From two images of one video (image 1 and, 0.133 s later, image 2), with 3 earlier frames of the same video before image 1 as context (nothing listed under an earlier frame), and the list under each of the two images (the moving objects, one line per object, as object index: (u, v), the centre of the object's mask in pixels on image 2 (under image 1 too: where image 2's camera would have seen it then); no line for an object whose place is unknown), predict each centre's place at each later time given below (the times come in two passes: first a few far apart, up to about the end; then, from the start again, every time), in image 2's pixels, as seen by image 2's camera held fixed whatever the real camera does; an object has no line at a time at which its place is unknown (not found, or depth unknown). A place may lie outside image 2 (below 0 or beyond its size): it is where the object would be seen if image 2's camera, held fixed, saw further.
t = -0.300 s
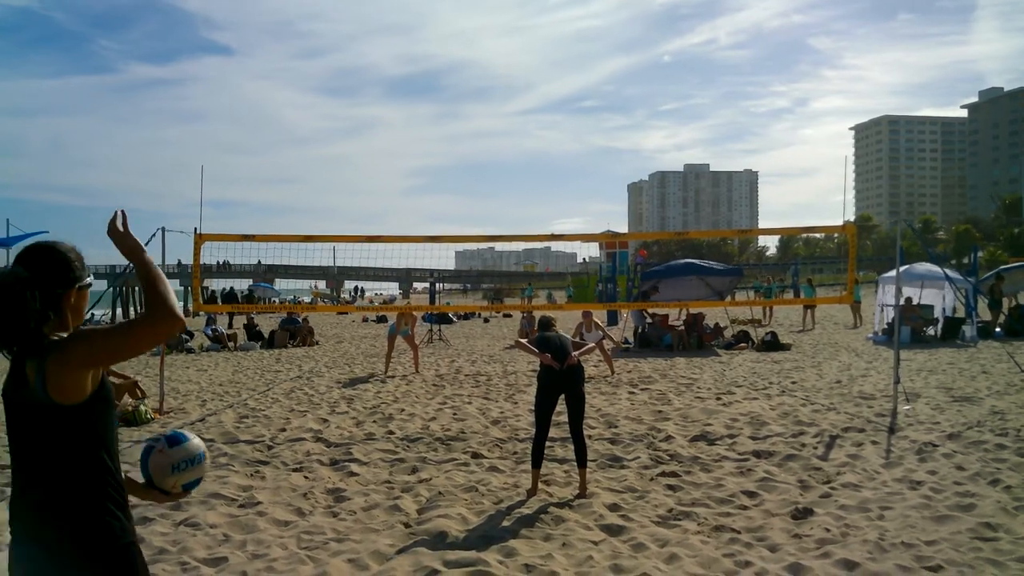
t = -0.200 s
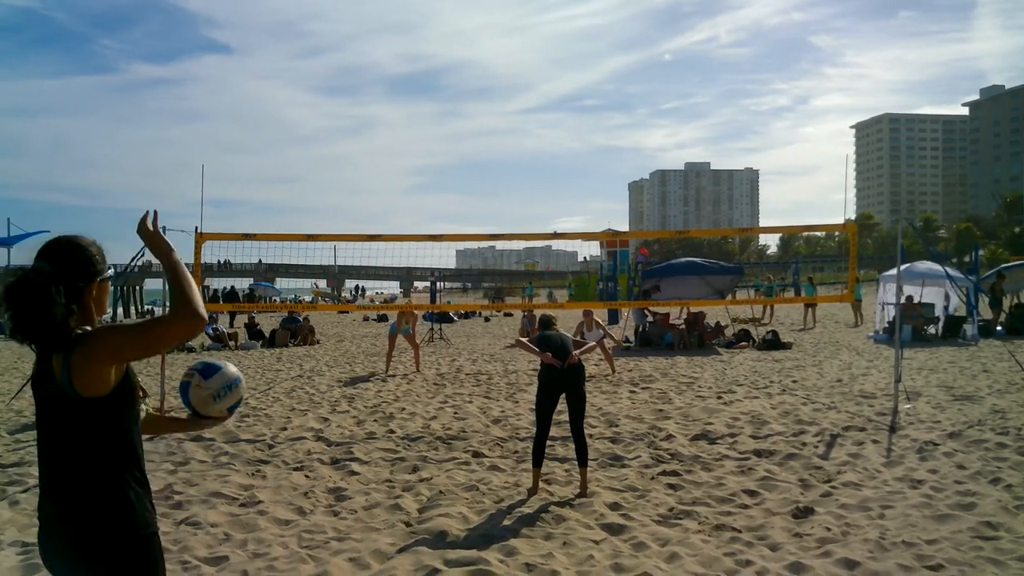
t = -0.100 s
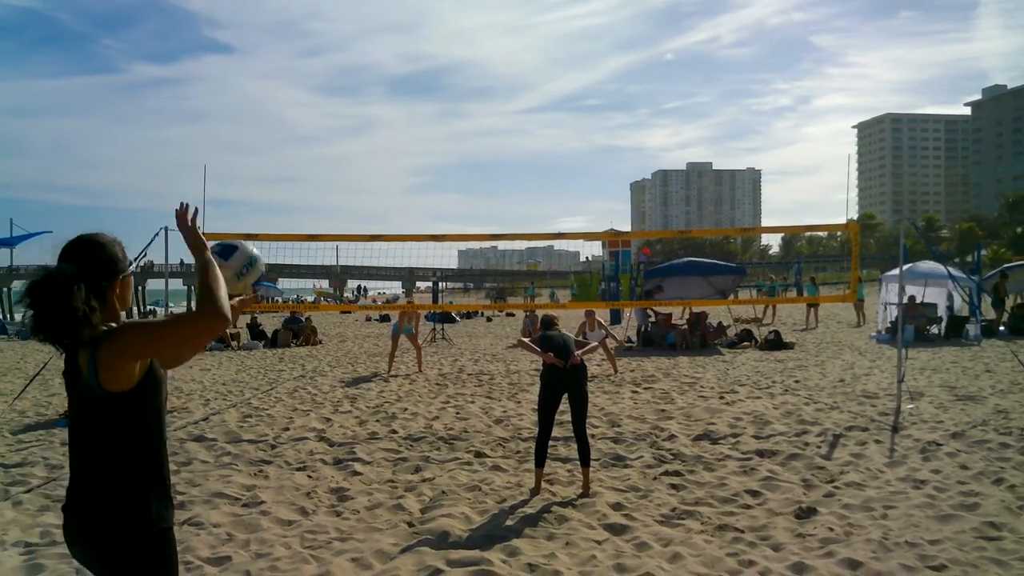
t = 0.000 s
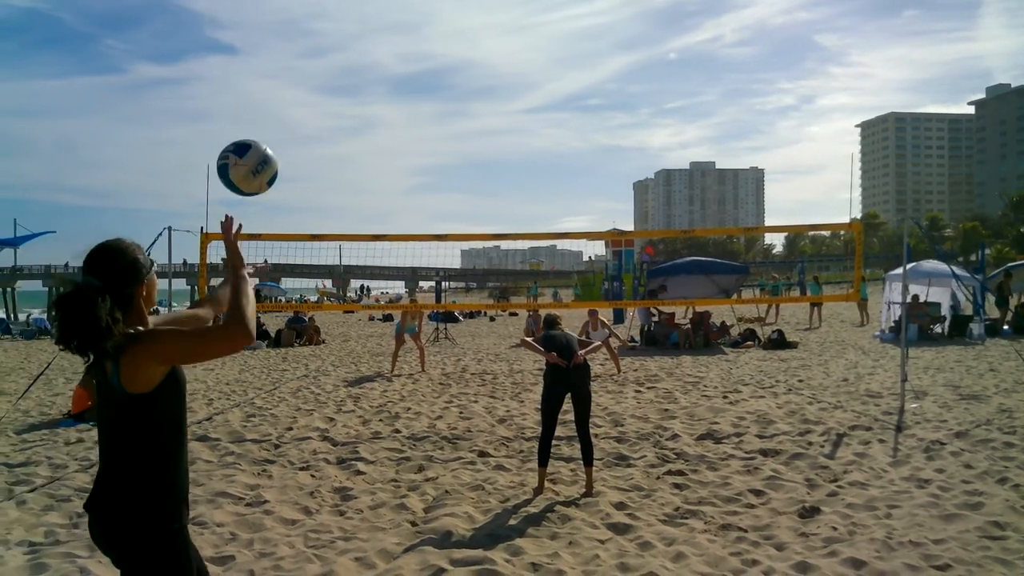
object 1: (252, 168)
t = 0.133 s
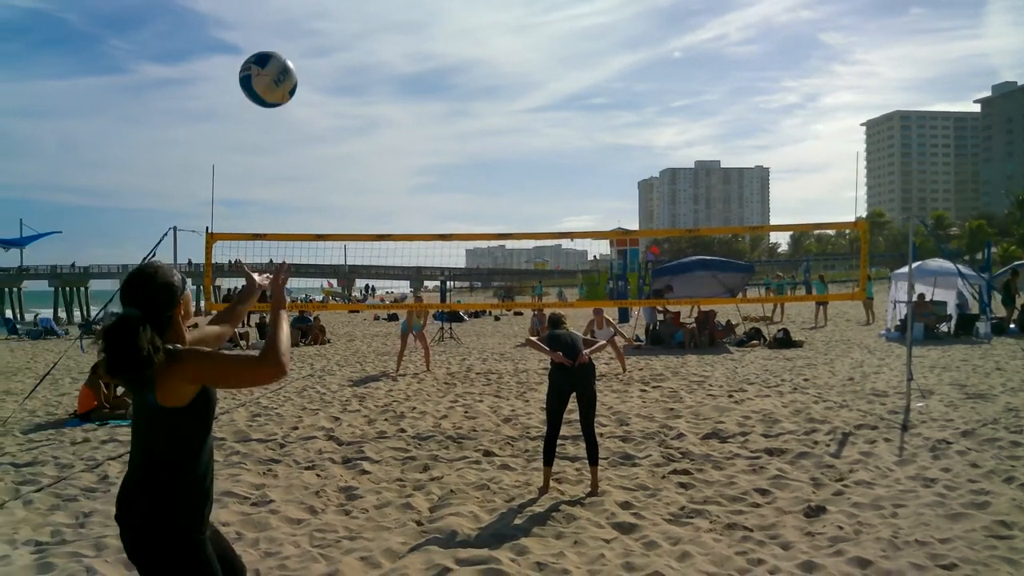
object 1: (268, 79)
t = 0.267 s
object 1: (286, 39)
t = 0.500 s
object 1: (317, 67)
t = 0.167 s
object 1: (273, 65)
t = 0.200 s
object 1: (277, 54)
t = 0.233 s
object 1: (281, 45)
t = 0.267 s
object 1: (286, 39)
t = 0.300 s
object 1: (290, 35)
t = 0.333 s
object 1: (295, 34)
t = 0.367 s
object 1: (299, 36)
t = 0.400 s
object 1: (304, 40)
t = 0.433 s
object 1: (309, 47)
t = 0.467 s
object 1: (313, 56)
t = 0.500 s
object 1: (317, 67)
